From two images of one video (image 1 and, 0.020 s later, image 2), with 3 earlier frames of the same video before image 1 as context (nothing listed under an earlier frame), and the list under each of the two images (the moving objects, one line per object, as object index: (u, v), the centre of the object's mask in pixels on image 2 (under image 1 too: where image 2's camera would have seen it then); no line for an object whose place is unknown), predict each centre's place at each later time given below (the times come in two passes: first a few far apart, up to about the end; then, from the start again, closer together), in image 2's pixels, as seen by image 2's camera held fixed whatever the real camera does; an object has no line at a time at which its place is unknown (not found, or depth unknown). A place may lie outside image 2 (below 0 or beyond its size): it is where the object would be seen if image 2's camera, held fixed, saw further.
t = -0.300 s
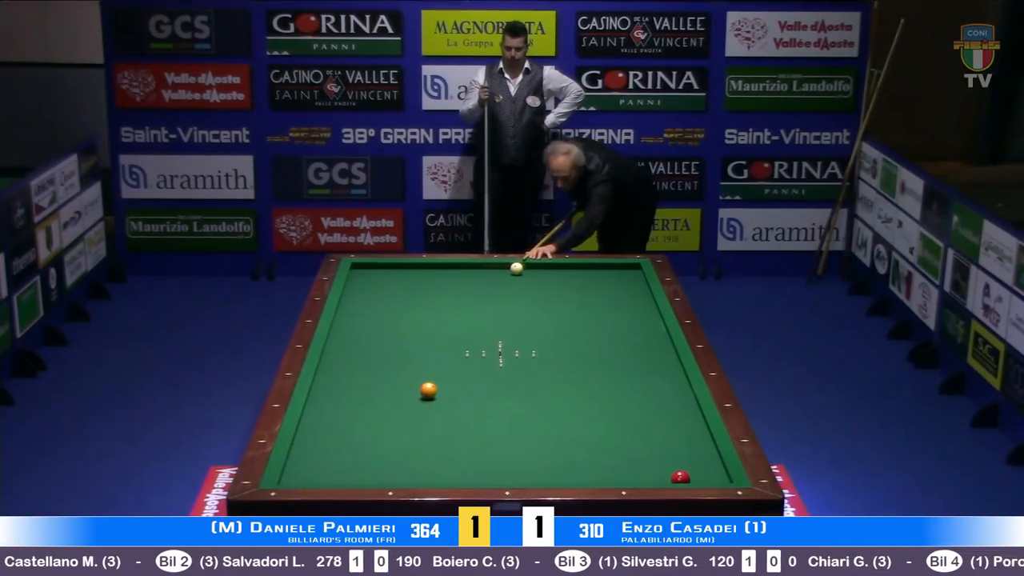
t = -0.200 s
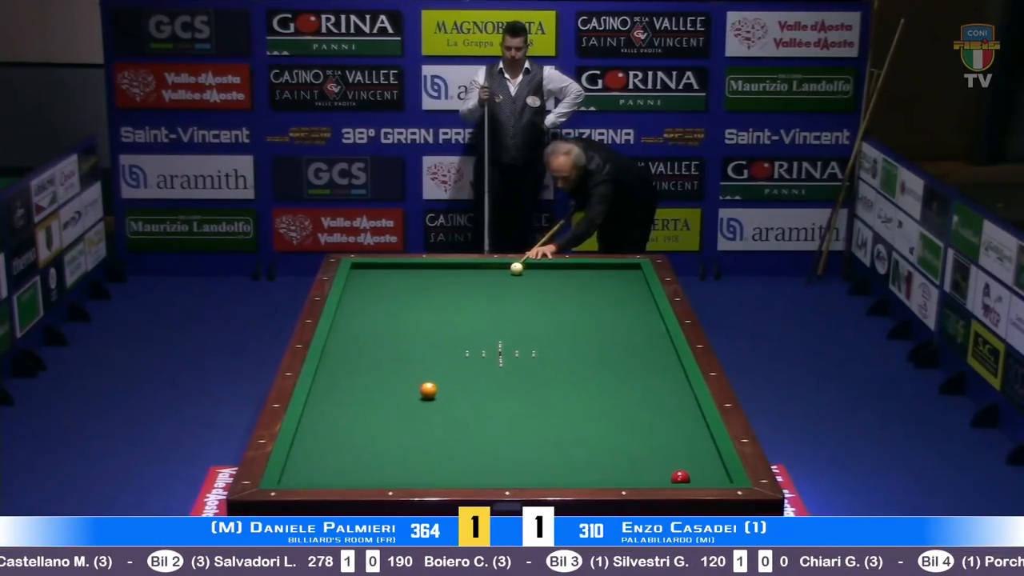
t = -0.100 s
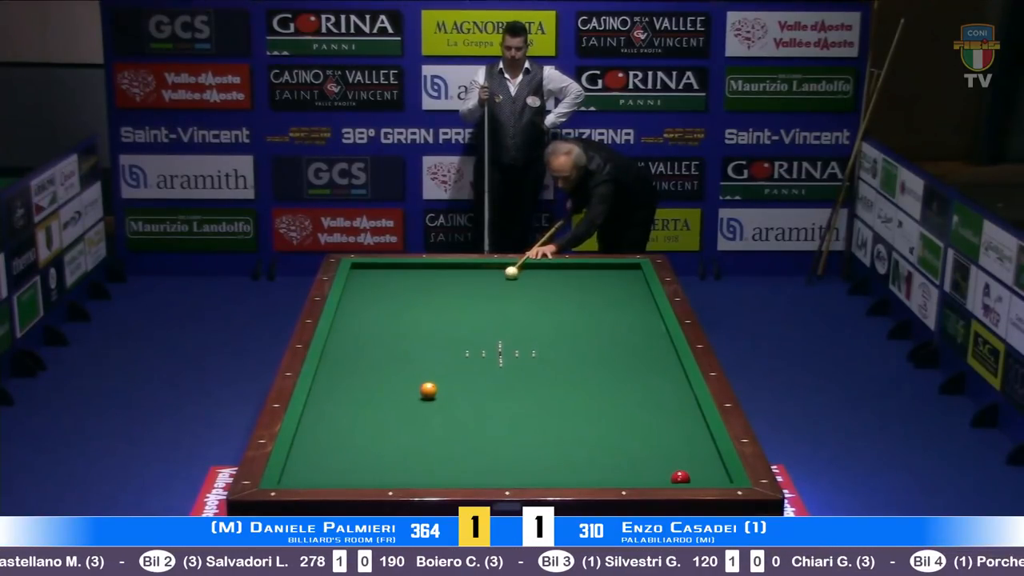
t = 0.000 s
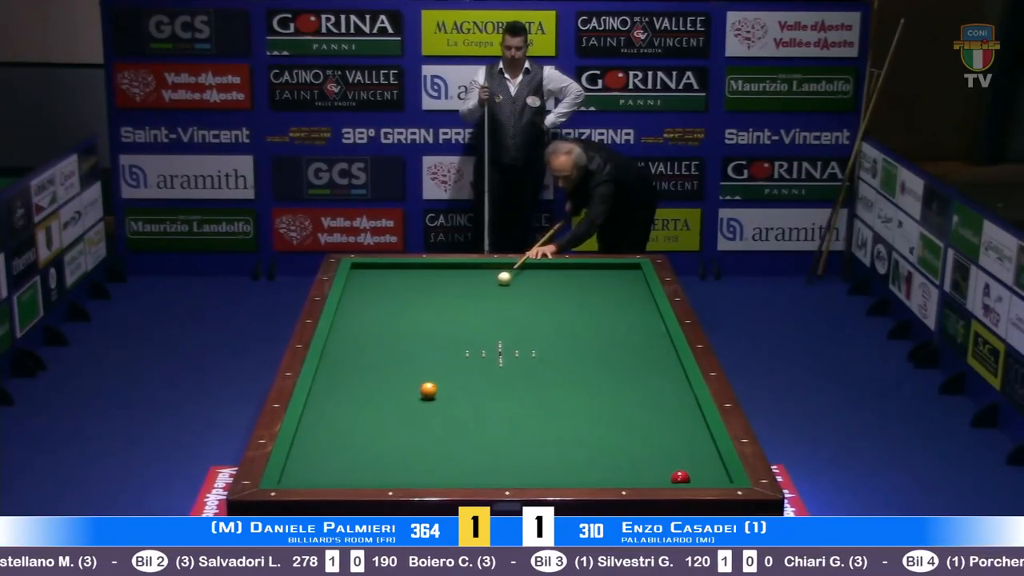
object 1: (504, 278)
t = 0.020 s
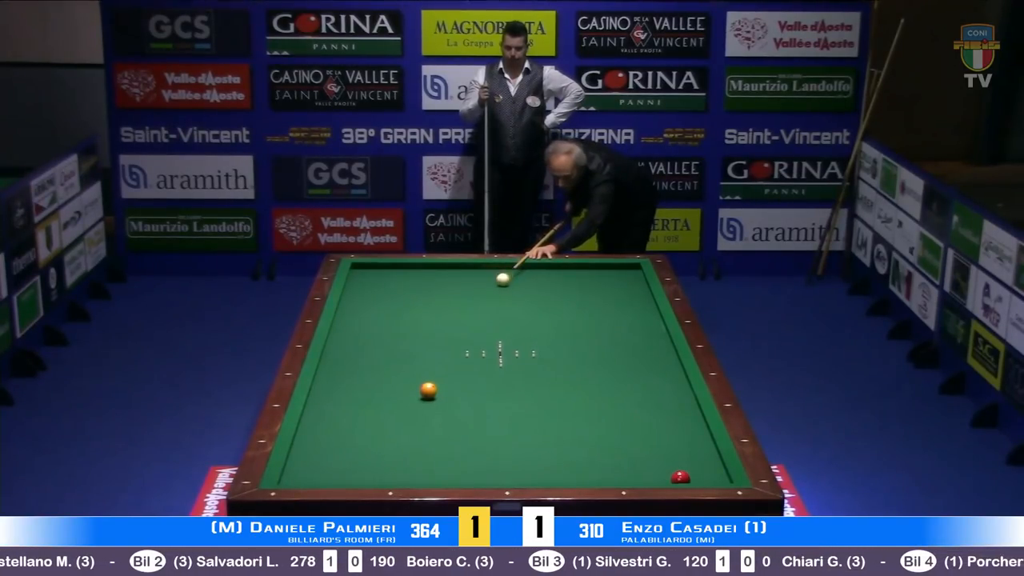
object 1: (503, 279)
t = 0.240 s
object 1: (486, 293)
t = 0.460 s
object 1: (468, 307)
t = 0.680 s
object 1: (450, 321)
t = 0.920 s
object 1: (429, 339)
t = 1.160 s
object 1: (406, 357)
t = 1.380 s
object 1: (384, 374)
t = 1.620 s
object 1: (357, 395)
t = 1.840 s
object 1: (332, 416)
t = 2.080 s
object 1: (301, 440)
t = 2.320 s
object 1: (306, 463)
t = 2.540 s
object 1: (312, 479)
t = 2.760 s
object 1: (329, 468)
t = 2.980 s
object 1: (344, 456)
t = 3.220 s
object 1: (360, 443)
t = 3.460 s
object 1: (375, 432)
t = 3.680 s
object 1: (388, 422)
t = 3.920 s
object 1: (400, 412)
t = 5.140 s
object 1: (420, 389)
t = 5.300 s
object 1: (421, 389)
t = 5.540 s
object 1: (421, 388)
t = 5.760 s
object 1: (421, 387)
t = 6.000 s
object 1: (421, 387)
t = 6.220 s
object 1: (421, 386)
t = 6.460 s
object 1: (421, 386)
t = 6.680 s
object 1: (421, 386)
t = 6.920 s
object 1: (421, 386)
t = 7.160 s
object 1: (421, 386)
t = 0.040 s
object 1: (501, 281)
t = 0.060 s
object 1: (500, 282)
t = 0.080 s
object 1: (498, 283)
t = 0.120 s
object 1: (495, 285)
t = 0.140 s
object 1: (494, 287)
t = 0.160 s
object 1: (492, 288)
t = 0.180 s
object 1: (491, 289)
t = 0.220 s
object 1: (488, 291)
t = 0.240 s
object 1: (486, 293)
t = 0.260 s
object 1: (484, 294)
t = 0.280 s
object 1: (483, 295)
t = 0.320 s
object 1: (480, 298)
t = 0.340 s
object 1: (478, 299)
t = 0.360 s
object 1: (476, 300)
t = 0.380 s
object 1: (475, 302)
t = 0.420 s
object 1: (472, 304)
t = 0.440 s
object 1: (470, 305)
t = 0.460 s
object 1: (468, 307)
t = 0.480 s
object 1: (467, 308)
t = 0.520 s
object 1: (463, 311)
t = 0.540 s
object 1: (462, 312)
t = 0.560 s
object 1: (460, 313)
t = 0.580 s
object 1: (459, 315)
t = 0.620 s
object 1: (455, 317)
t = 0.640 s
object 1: (453, 319)
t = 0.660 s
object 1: (452, 320)
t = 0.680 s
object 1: (450, 321)
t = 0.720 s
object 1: (446, 324)
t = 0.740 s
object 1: (445, 326)
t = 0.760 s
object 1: (443, 327)
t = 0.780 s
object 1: (441, 329)
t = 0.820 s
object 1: (438, 331)
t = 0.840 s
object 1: (436, 333)
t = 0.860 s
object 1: (434, 334)
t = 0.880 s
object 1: (432, 336)
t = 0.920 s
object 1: (429, 339)
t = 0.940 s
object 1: (427, 340)
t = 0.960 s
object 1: (425, 342)
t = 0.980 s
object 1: (423, 343)
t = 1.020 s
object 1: (419, 346)
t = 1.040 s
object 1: (417, 347)
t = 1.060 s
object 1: (415, 349)
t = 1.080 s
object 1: (414, 350)
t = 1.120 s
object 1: (410, 353)
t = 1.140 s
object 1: (408, 355)
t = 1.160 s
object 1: (406, 357)
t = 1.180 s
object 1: (404, 358)
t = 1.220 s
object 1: (400, 361)
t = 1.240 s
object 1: (398, 363)
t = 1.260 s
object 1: (396, 364)
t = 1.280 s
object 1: (394, 366)
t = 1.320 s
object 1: (390, 369)
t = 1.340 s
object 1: (388, 371)
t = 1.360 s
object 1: (386, 373)
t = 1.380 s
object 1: (384, 374)
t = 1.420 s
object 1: (379, 378)
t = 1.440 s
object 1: (377, 379)
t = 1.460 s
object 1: (375, 381)
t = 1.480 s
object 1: (373, 383)
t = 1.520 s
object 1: (369, 386)
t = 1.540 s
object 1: (366, 388)
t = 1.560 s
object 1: (364, 390)
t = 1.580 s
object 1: (362, 392)
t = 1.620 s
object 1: (357, 395)
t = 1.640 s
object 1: (355, 397)
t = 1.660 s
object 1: (353, 399)
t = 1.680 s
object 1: (350, 401)
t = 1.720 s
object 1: (346, 404)
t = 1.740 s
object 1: (343, 406)
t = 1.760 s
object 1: (341, 408)
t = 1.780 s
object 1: (339, 410)
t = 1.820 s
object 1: (334, 414)
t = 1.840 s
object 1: (332, 416)
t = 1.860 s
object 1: (329, 418)
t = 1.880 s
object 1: (327, 420)
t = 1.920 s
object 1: (322, 424)
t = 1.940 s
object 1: (319, 426)
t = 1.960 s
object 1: (317, 428)
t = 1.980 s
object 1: (314, 430)
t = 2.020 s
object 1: (309, 434)
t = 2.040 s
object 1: (307, 436)
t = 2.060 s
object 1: (304, 438)
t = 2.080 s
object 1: (301, 440)
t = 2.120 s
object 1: (301, 444)
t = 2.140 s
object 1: (302, 446)
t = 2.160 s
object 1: (303, 448)
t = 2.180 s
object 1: (303, 450)
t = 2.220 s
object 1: (304, 453)
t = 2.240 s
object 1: (304, 455)
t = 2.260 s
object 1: (305, 457)
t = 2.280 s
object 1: (305, 459)
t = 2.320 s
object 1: (306, 463)
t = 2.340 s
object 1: (307, 465)
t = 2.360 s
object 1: (307, 467)
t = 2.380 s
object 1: (307, 469)
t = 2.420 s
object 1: (308, 473)
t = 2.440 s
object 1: (309, 474)
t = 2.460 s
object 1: (309, 475)
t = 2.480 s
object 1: (310, 476)
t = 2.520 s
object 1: (311, 479)
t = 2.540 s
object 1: (312, 479)
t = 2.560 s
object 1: (314, 478)
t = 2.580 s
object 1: (315, 477)
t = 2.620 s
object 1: (319, 475)
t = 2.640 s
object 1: (320, 474)
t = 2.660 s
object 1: (322, 474)
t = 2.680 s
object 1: (323, 473)
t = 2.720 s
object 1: (326, 470)
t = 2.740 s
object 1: (328, 469)
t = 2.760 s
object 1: (329, 468)
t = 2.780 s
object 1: (330, 467)
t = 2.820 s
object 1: (333, 464)
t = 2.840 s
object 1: (334, 463)
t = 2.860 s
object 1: (336, 462)
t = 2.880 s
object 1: (337, 461)
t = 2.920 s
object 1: (340, 459)
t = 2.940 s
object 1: (341, 458)
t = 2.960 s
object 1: (343, 457)
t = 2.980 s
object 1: (344, 456)
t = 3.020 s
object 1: (347, 454)
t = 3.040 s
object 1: (348, 453)
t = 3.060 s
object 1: (350, 452)
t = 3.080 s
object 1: (351, 451)
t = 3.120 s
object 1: (353, 448)
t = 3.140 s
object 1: (355, 448)
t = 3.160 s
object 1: (356, 446)
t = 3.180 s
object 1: (357, 445)
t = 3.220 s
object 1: (360, 443)
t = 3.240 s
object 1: (361, 442)
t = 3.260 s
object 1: (363, 441)
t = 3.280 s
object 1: (364, 440)
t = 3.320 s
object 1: (367, 438)
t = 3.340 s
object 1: (368, 437)
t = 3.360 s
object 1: (369, 437)
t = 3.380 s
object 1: (370, 435)
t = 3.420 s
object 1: (372, 434)
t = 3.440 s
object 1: (374, 433)
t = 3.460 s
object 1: (375, 432)
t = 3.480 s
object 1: (376, 431)
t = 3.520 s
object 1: (378, 429)
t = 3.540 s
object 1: (379, 428)
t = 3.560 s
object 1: (381, 427)
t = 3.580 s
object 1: (382, 426)
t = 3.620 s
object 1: (384, 425)
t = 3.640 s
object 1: (385, 424)
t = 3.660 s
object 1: (386, 423)
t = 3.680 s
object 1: (388, 422)
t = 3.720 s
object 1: (390, 420)
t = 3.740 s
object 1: (391, 419)
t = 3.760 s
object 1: (392, 419)
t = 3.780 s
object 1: (393, 418)
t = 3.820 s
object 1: (395, 416)
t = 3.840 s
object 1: (396, 415)
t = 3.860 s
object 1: (397, 415)
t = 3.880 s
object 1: (398, 414)
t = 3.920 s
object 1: (400, 412)
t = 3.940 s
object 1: (400, 410)
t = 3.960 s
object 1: (399, 409)
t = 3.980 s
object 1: (398, 406)
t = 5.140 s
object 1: (420, 389)
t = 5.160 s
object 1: (421, 389)
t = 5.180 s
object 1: (421, 389)
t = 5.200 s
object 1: (421, 389)
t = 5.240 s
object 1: (421, 389)
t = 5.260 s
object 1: (421, 389)
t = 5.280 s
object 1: (421, 389)
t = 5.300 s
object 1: (421, 389)
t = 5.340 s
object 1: (421, 389)
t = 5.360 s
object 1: (421, 389)
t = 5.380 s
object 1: (421, 389)
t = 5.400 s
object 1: (421, 389)
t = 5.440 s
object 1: (421, 389)
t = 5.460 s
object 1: (421, 388)
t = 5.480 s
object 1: (421, 388)
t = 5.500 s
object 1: (421, 388)
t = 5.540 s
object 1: (421, 388)
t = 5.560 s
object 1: (421, 388)
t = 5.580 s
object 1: (421, 388)
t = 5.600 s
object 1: (421, 388)
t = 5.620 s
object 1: (421, 388)
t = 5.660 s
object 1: (421, 388)
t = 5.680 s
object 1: (421, 387)
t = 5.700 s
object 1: (421, 387)
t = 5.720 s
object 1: (421, 387)
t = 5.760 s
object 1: (421, 387)
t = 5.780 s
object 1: (421, 387)
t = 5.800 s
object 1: (421, 387)
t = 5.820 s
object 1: (421, 387)
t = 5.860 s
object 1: (421, 387)
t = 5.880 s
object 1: (421, 387)
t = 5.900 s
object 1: (421, 387)
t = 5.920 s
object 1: (421, 387)
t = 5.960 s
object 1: (421, 387)
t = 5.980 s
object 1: (421, 387)
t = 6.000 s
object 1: (421, 387)
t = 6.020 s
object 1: (421, 387)
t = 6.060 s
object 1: (421, 387)
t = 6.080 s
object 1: (421, 387)
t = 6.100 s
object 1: (421, 387)
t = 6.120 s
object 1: (420, 387)
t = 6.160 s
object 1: (421, 386)
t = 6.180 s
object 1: (421, 386)
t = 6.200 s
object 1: (421, 386)
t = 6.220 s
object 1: (421, 386)
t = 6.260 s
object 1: (421, 386)
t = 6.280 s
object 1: (421, 386)
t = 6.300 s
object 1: (421, 386)
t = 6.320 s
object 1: (421, 386)
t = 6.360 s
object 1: (421, 386)
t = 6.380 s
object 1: (421, 386)
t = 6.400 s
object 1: (421, 386)
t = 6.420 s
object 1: (421, 386)
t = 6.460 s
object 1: (421, 386)
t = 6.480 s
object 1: (421, 386)
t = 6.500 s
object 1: (421, 386)
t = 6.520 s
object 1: (421, 386)
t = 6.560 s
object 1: (421, 386)
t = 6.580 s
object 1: (421, 386)
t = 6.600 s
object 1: (421, 386)
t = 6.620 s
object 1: (421, 386)
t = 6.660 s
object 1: (421, 386)
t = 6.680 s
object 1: (421, 386)
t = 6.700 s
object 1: (421, 386)
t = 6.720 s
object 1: (421, 386)
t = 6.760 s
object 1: (421, 386)
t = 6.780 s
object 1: (421, 386)
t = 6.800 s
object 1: (421, 386)
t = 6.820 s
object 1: (421, 386)
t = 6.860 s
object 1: (421, 386)
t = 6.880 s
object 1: (421, 386)
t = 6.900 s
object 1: (421, 386)
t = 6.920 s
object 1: (421, 386)
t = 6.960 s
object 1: (421, 386)
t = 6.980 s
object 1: (421, 386)
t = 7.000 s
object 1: (421, 386)
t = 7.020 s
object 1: (421, 386)
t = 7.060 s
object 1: (421, 386)
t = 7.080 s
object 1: (421, 386)
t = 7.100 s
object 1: (421, 386)
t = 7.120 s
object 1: (421, 386)
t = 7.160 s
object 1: (421, 386)
